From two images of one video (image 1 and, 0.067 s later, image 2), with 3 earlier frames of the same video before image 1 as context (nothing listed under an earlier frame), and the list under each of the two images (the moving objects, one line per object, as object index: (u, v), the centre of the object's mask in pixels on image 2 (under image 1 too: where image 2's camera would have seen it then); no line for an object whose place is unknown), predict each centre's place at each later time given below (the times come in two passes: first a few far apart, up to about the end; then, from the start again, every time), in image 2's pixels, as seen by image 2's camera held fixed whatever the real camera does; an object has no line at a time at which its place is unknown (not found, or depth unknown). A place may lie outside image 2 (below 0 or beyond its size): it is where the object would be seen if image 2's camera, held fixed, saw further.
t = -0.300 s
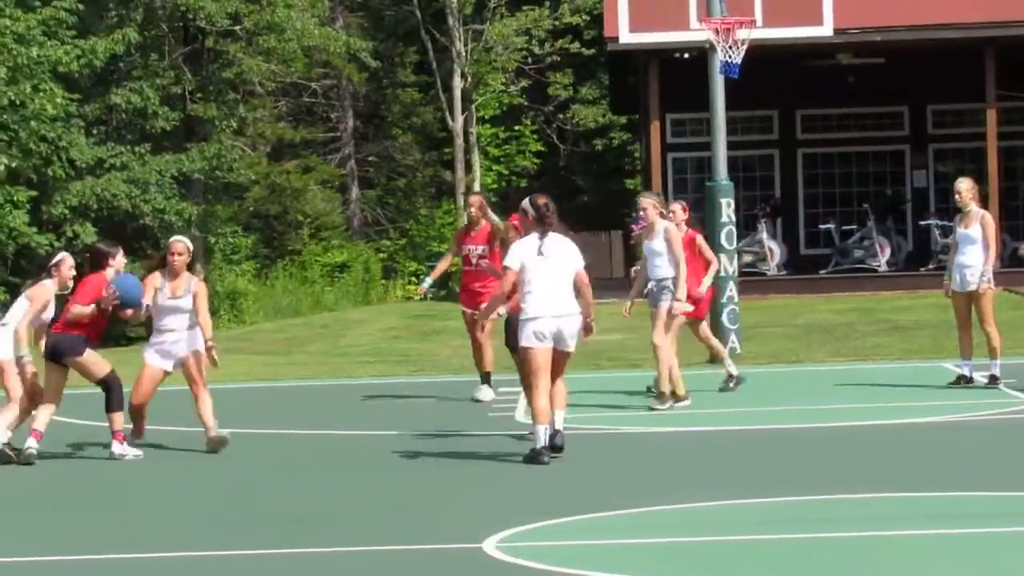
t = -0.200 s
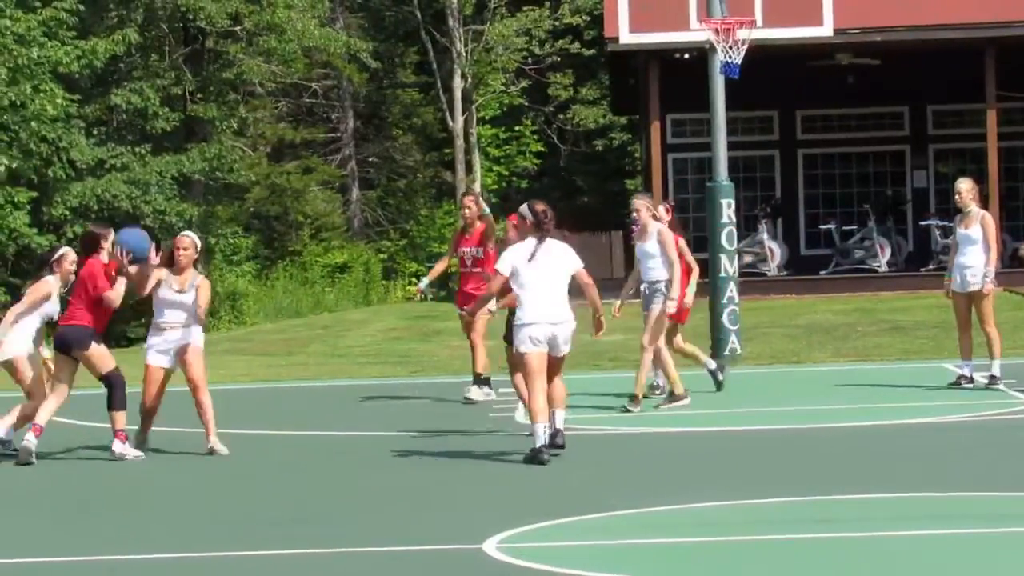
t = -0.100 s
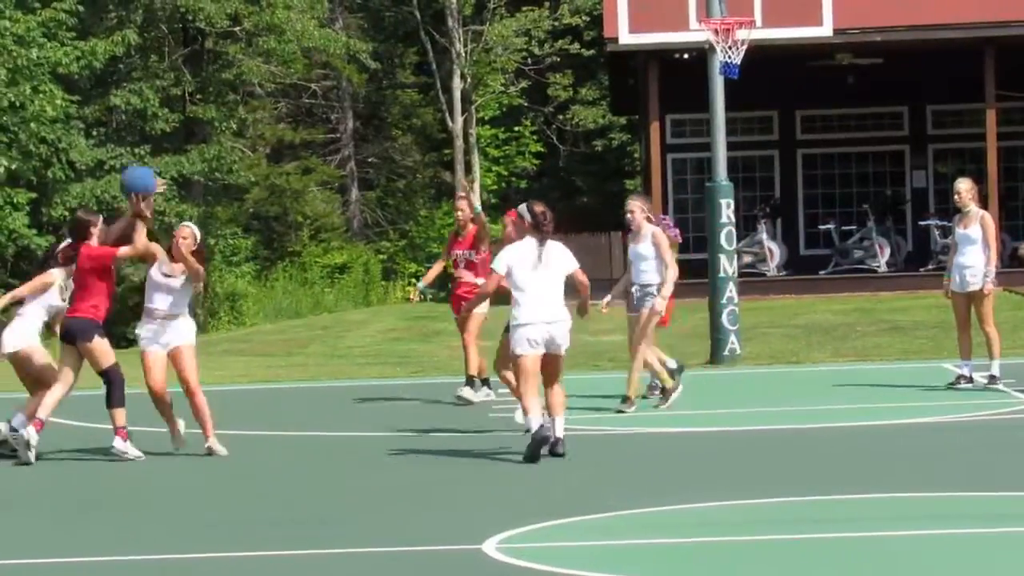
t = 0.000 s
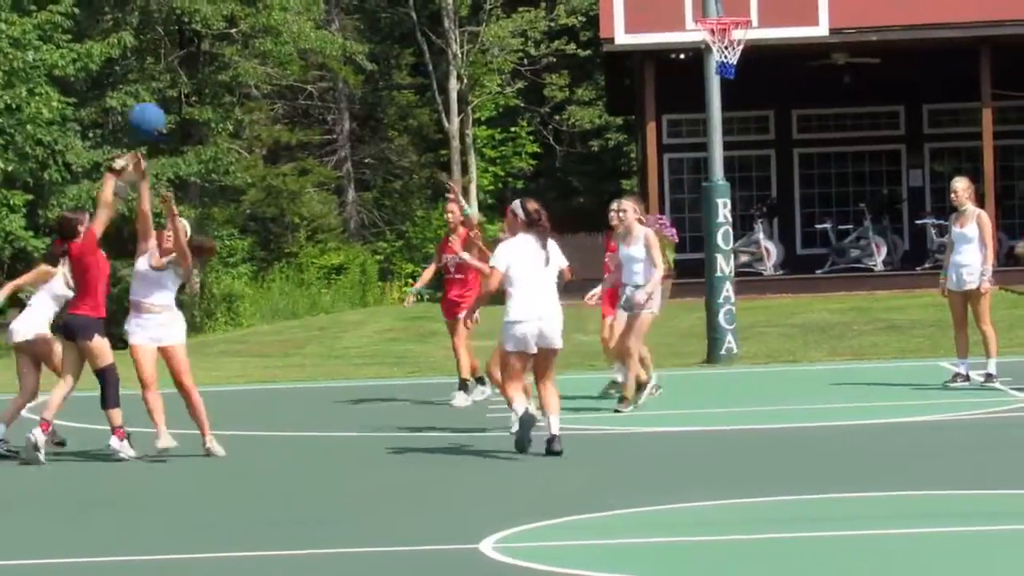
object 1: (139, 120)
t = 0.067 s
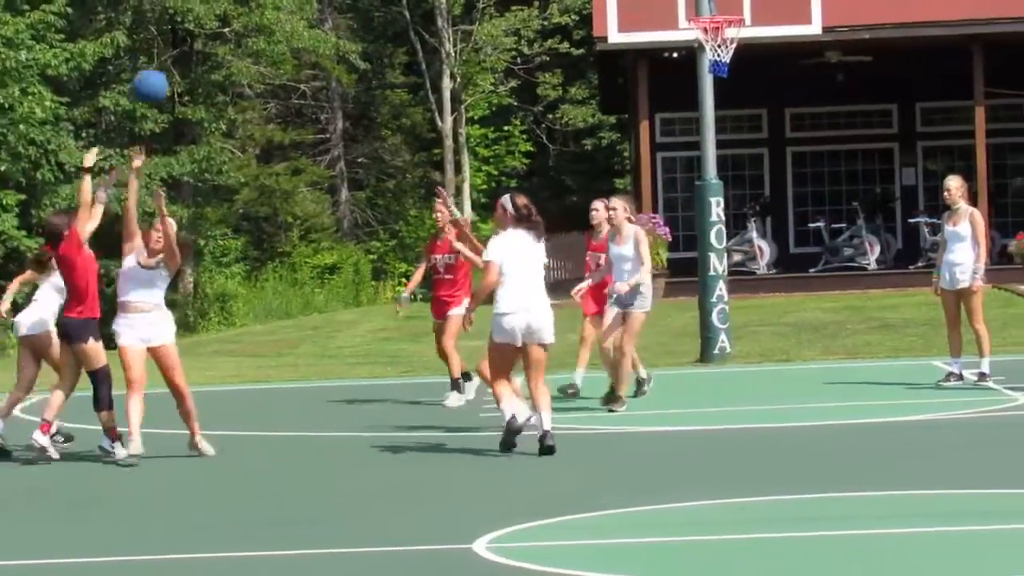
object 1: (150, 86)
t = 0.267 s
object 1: (186, 28)
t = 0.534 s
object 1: (233, 51)
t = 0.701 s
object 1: (264, 118)
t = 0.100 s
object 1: (156, 73)
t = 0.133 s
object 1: (163, 60)
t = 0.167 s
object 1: (167, 50)
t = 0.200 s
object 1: (173, 42)
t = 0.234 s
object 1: (180, 33)
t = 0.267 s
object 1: (186, 28)
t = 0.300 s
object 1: (191, 25)
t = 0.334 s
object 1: (197, 22)
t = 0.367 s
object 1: (202, 24)
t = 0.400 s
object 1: (208, 24)
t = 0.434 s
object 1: (215, 29)
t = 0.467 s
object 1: (221, 35)
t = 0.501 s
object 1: (227, 41)
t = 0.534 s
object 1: (233, 51)
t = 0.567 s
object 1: (239, 61)
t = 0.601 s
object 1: (246, 73)
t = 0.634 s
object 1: (253, 85)
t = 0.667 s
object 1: (257, 101)
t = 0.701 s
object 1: (264, 118)
